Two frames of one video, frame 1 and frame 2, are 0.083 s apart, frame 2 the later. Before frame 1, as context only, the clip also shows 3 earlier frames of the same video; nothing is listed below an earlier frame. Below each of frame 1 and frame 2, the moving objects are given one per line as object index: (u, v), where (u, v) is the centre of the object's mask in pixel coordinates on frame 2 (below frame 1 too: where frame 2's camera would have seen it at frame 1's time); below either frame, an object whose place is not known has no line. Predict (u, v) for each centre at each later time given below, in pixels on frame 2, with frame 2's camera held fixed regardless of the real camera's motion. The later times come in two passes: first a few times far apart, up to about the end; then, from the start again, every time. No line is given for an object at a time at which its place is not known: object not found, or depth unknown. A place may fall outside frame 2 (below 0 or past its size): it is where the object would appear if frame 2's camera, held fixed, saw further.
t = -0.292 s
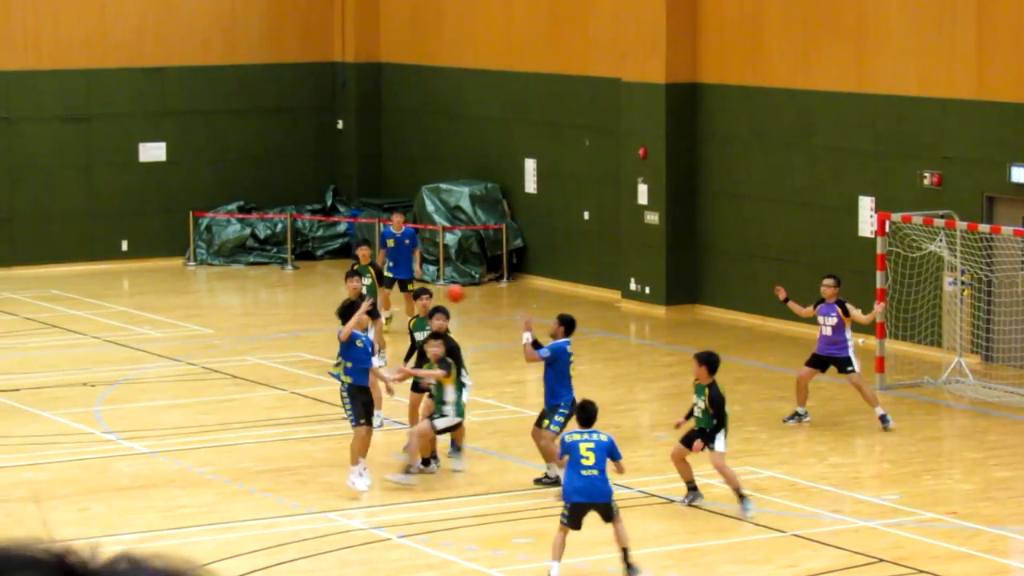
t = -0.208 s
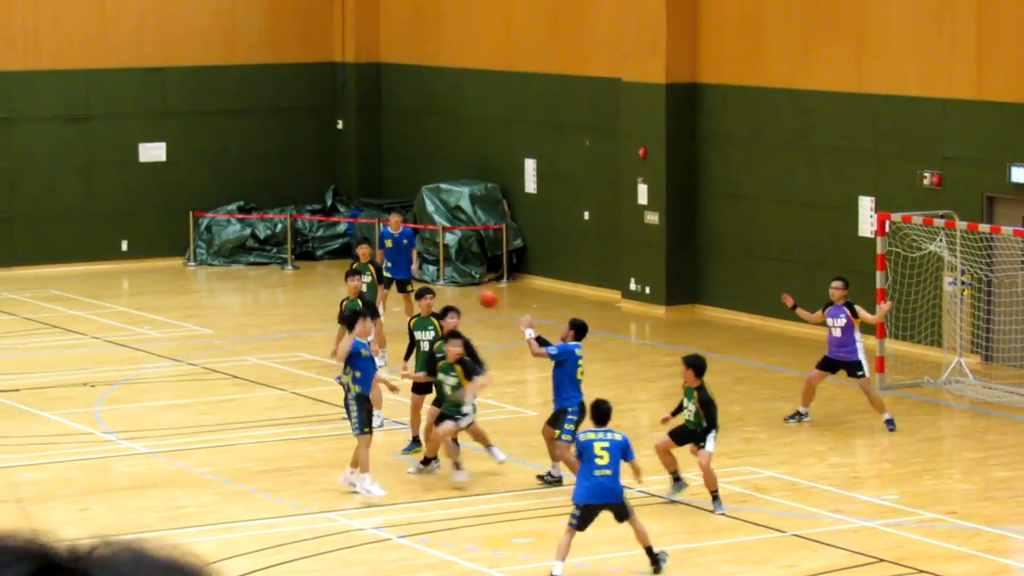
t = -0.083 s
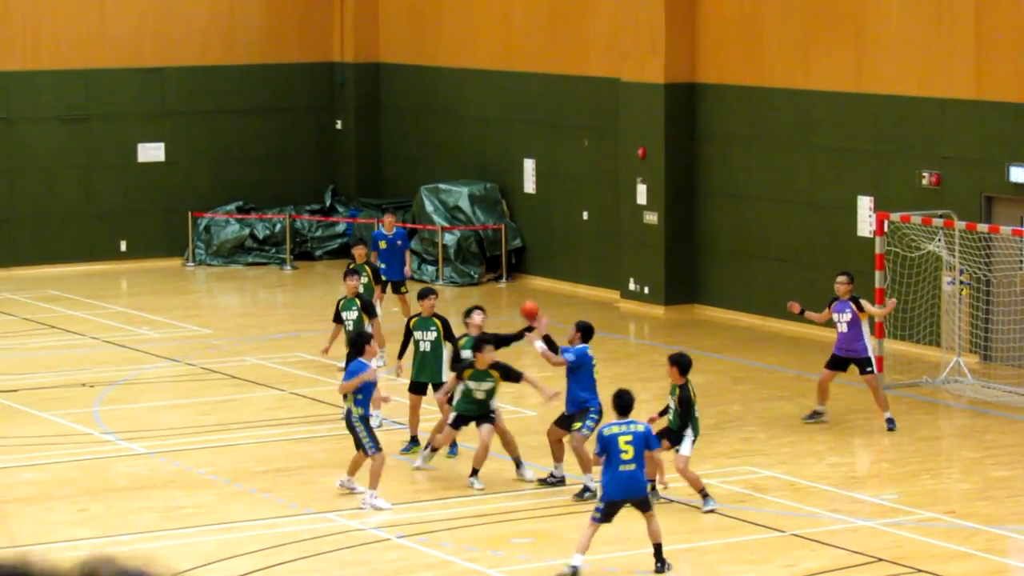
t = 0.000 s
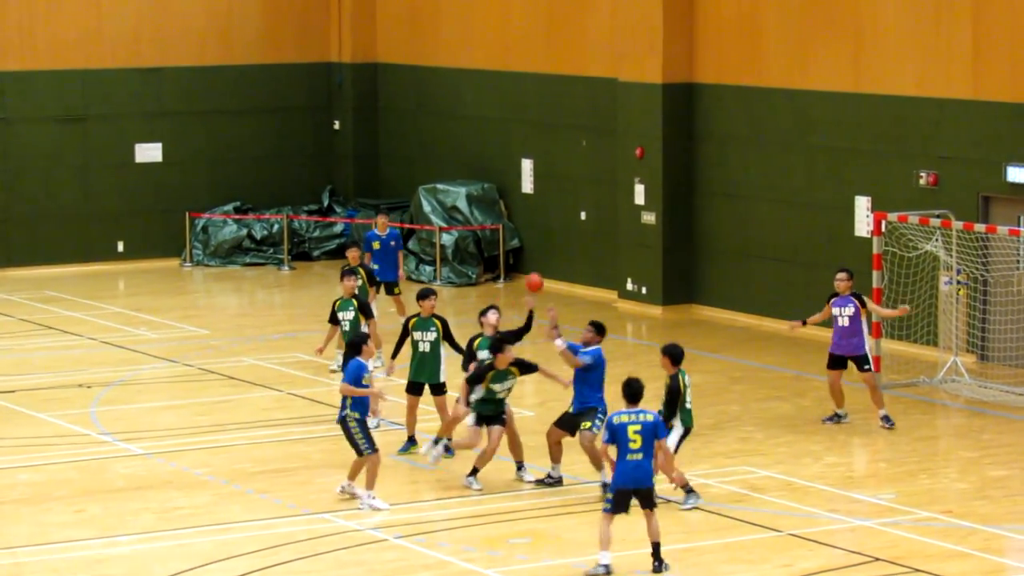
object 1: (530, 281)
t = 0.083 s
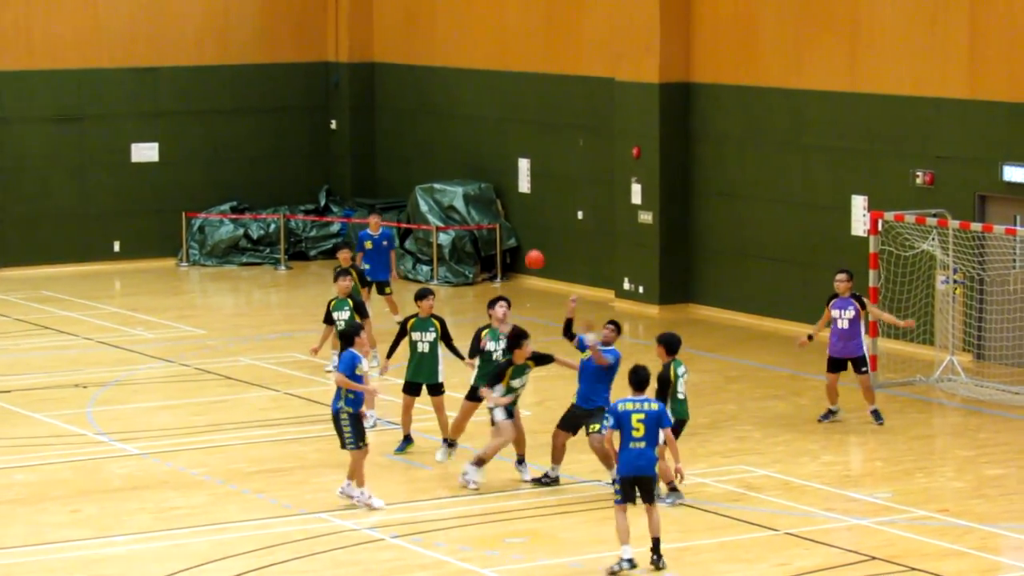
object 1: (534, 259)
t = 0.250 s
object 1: (540, 233)
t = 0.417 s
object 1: (547, 234)
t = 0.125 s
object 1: (536, 250)
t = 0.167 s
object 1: (538, 243)
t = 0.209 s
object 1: (539, 236)
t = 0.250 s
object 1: (540, 233)
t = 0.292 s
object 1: (542, 230)
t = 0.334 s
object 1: (544, 230)
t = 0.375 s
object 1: (545, 231)
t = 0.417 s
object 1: (547, 234)
